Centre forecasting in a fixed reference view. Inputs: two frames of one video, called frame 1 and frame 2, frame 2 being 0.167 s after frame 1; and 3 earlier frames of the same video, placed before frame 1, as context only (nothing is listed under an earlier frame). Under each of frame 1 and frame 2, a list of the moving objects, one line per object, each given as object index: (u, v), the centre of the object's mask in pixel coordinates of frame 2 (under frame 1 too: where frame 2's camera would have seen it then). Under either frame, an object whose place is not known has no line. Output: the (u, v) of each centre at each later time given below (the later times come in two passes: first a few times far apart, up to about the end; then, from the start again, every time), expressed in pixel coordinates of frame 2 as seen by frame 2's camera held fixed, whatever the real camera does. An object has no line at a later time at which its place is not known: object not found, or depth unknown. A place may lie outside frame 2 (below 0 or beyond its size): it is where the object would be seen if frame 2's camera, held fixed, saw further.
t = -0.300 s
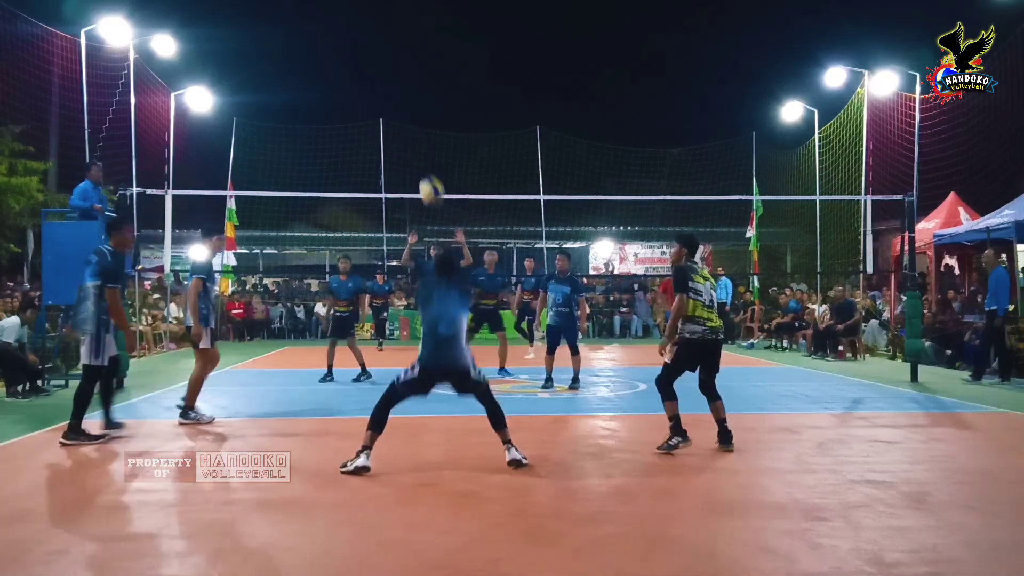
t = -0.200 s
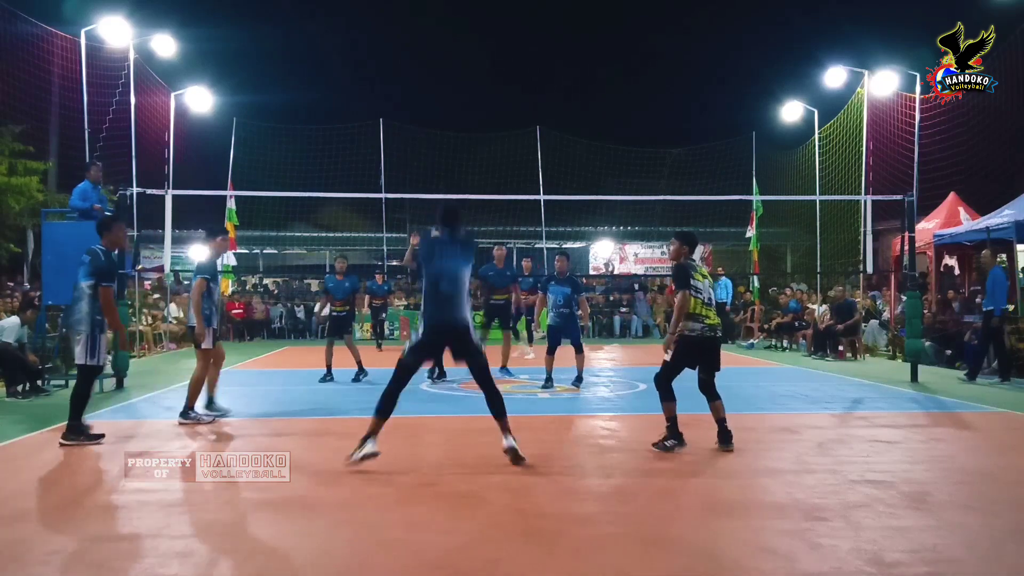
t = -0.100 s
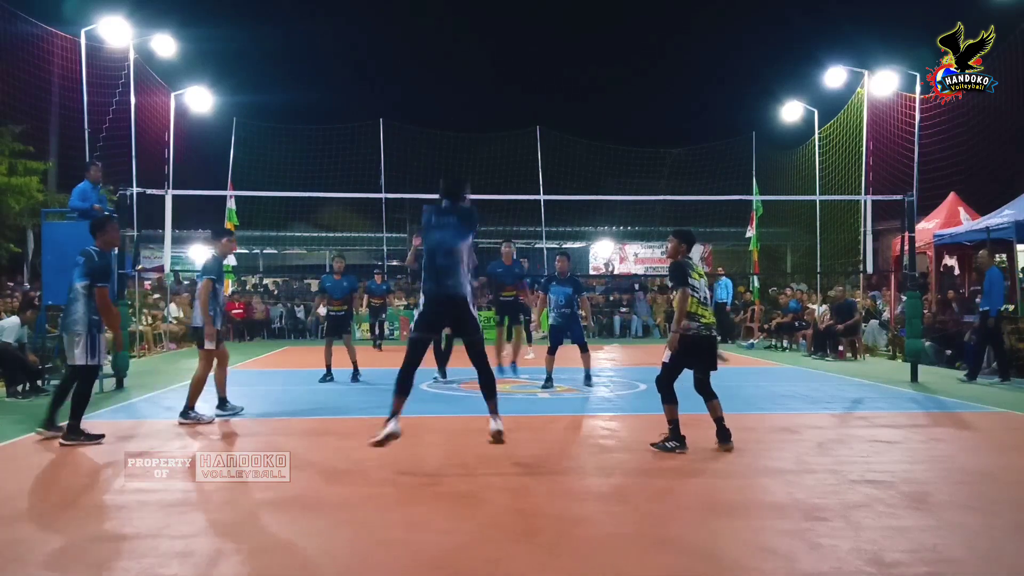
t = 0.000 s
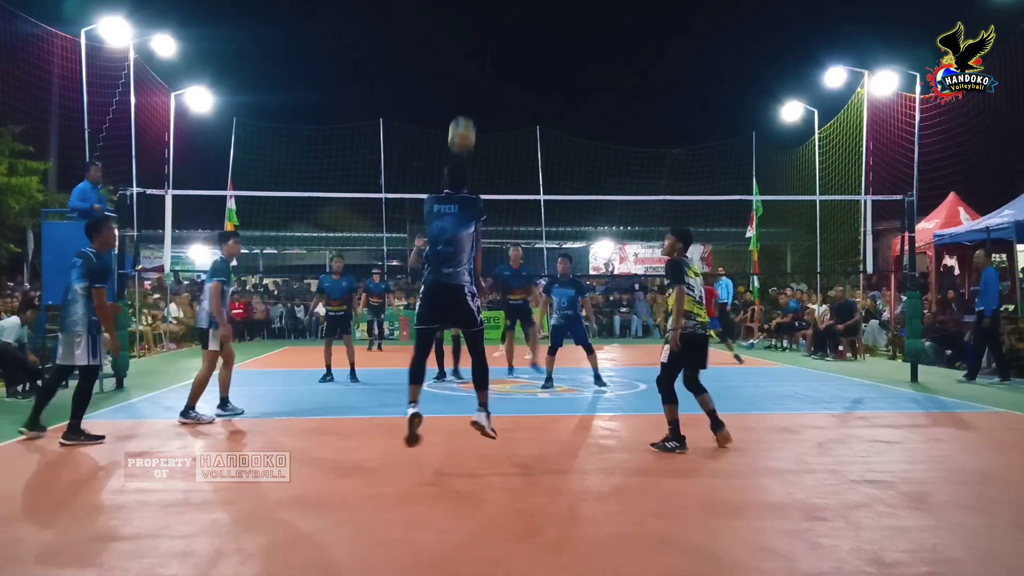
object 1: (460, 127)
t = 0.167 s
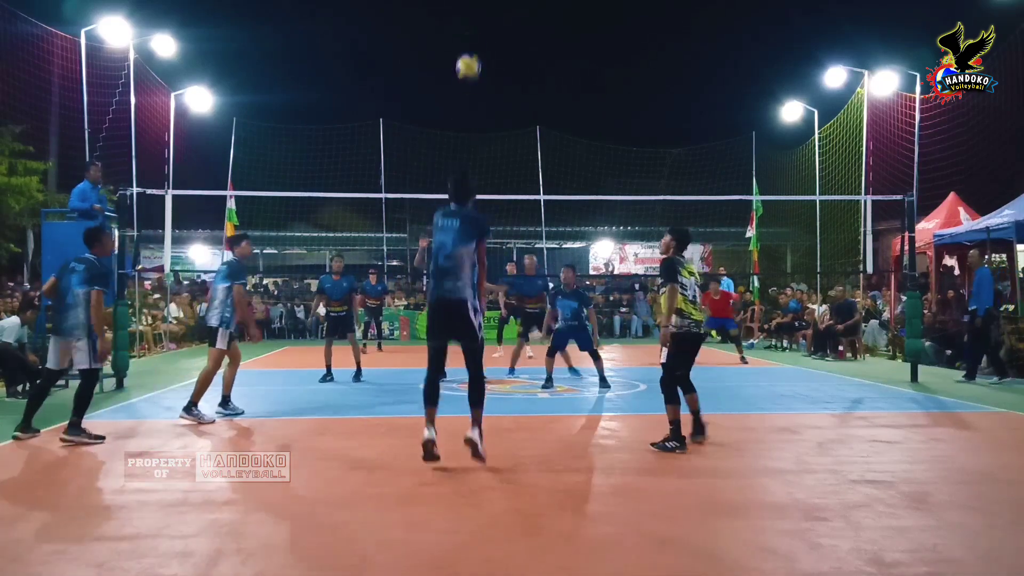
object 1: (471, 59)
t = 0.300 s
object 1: (473, 39)
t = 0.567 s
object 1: (480, 50)
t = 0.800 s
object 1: (485, 109)
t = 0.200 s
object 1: (470, 52)
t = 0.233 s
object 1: (471, 46)
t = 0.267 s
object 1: (472, 41)
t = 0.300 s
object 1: (473, 39)
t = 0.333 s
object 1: (474, 37)
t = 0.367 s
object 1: (475, 36)
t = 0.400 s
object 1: (476, 36)
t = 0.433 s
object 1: (477, 37)
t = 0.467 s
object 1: (477, 38)
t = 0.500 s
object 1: (478, 41)
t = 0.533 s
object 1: (479, 46)
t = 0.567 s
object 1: (480, 50)
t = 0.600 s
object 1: (481, 56)
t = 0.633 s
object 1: (482, 63)
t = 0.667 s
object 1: (482, 70)
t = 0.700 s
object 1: (483, 79)
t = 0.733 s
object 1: (484, 88)
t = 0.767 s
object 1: (484, 98)
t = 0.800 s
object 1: (485, 109)
